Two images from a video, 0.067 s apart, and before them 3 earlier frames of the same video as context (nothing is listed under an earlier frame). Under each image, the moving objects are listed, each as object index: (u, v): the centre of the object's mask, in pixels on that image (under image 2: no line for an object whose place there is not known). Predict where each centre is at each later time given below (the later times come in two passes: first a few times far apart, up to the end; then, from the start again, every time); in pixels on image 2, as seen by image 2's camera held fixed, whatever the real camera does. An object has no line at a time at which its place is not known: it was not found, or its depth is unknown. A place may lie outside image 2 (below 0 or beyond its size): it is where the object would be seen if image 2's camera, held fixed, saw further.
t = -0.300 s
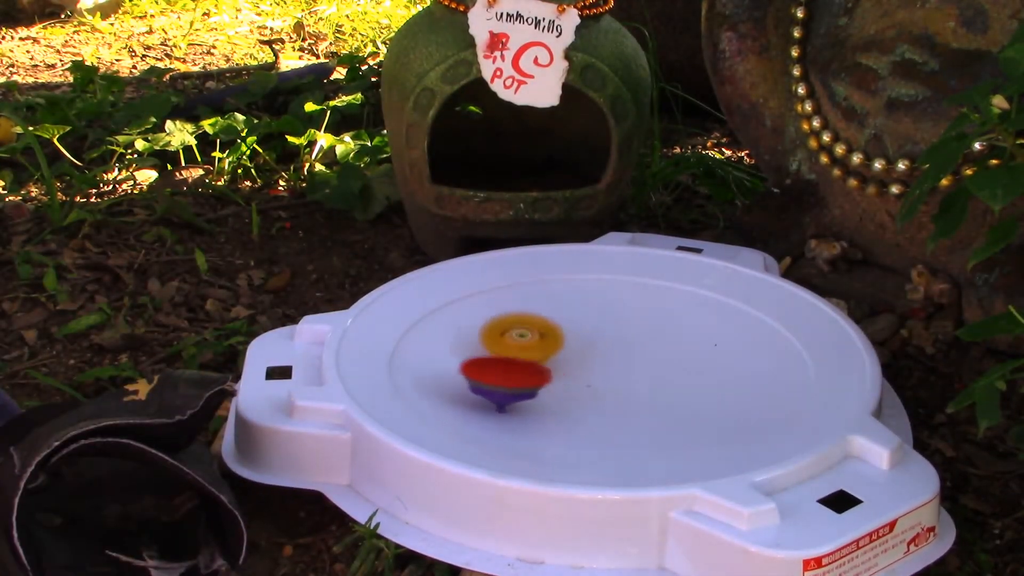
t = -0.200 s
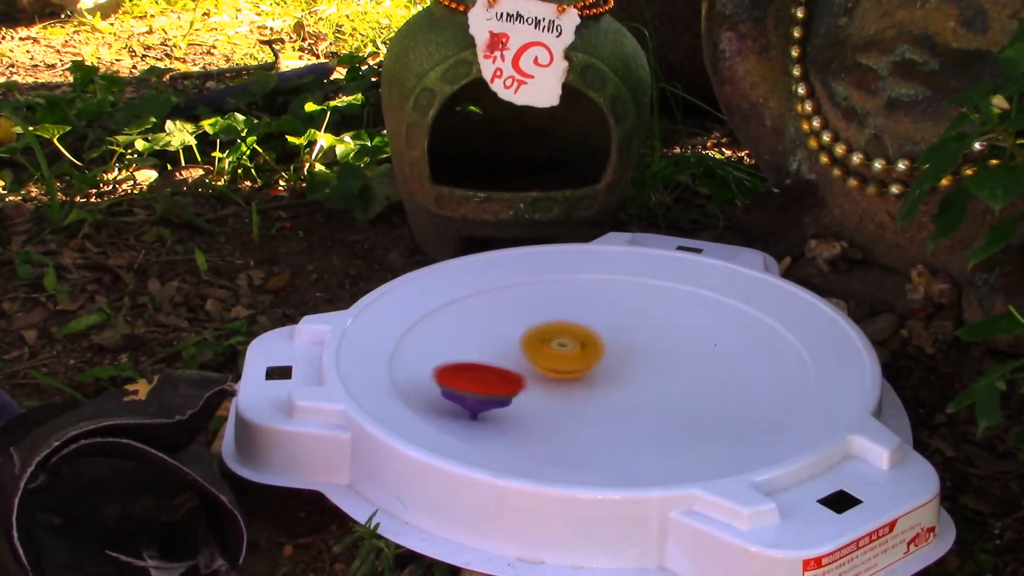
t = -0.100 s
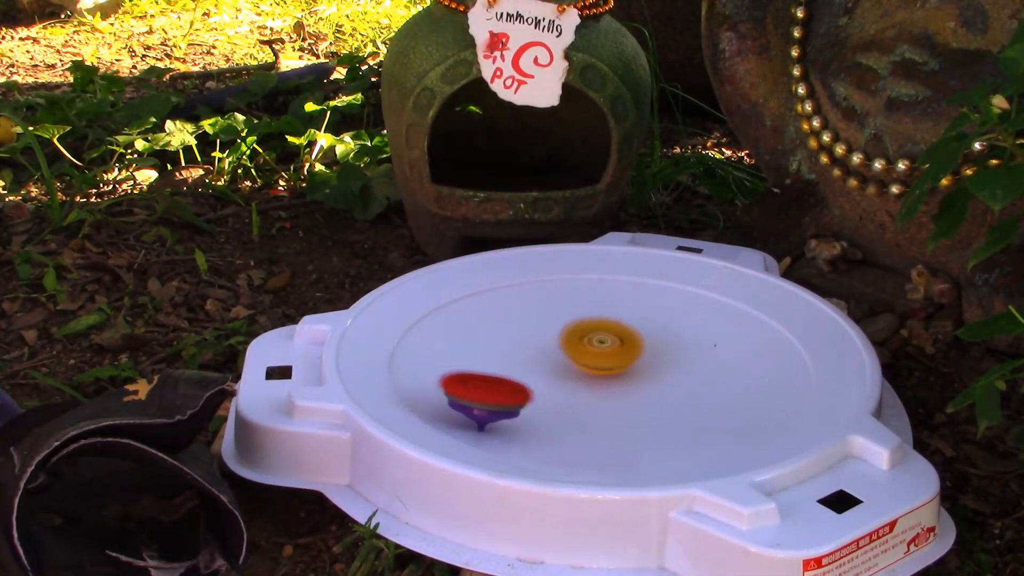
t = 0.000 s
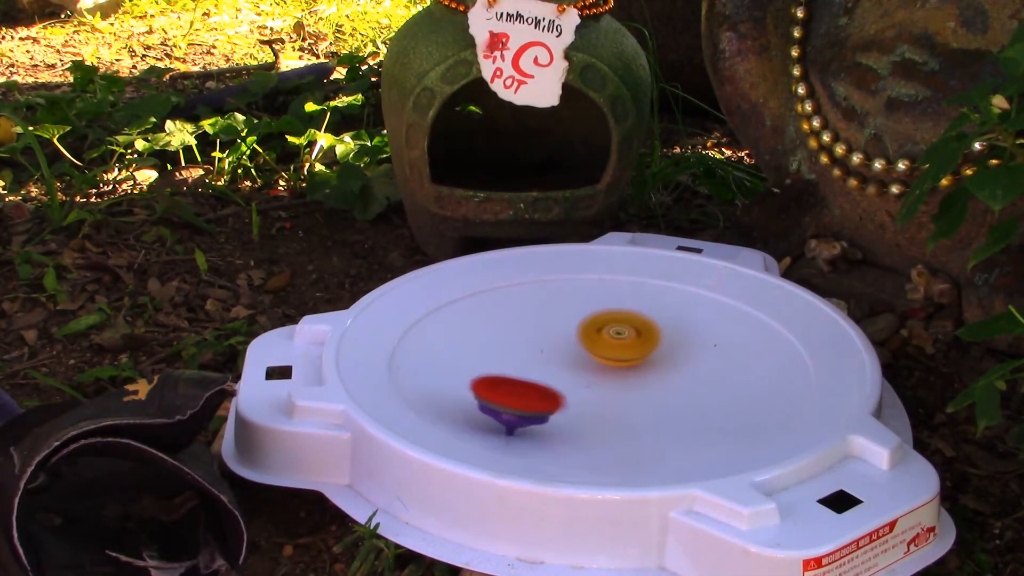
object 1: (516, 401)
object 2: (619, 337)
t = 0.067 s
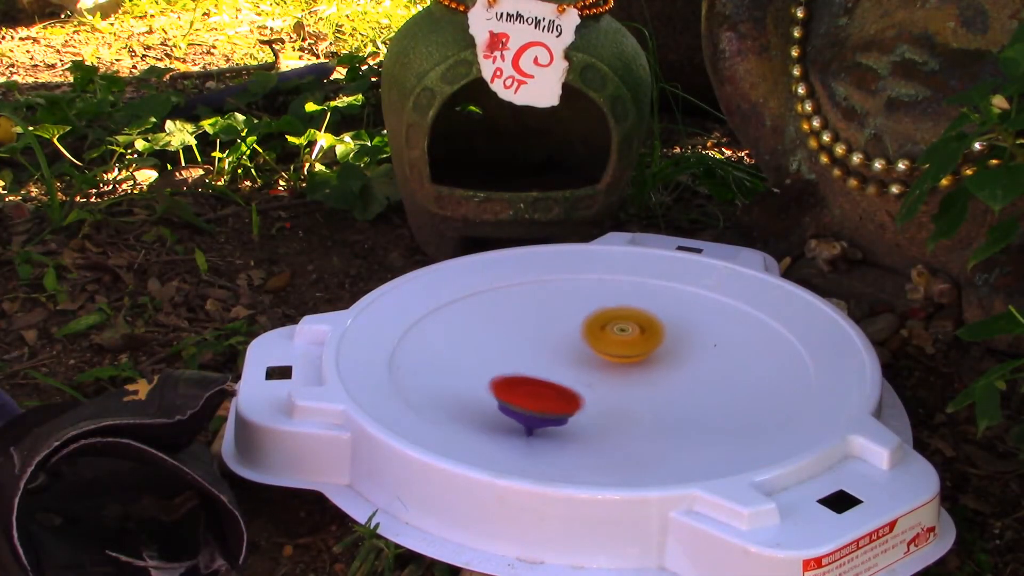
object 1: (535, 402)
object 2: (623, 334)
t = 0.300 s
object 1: (554, 392)
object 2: (623, 327)
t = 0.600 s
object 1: (504, 343)
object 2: (604, 350)
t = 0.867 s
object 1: (499, 347)
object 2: (657, 365)
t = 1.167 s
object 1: (526, 353)
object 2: (672, 355)
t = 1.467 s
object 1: (495, 320)
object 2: (762, 337)
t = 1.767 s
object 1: (542, 343)
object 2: (622, 343)
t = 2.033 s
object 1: (533, 354)
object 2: (662, 407)
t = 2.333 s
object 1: (563, 365)
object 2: (697, 398)
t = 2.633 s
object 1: (452, 262)
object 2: (725, 423)
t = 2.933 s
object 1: (473, 295)
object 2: (671, 409)
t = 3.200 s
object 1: (528, 352)
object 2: (572, 414)
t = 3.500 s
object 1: (582, 355)
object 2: (525, 418)
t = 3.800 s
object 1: (636, 355)
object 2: (499, 406)
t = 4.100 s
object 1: (668, 360)
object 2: (484, 380)
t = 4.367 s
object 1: (660, 360)
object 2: (473, 353)
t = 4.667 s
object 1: (625, 365)
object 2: (470, 333)
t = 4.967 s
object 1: (575, 374)
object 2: (500, 325)
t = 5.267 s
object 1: (553, 373)
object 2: (541, 318)
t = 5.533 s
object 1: (551, 372)
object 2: (582, 321)
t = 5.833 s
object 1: (548, 363)
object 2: (631, 329)
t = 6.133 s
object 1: (555, 354)
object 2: (666, 339)
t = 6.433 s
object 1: (575, 353)
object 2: (671, 358)
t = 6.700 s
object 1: (593, 352)
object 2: (665, 384)
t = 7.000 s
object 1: (607, 359)
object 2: (670, 398)
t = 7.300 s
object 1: (569, 331)
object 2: (661, 421)
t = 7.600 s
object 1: (522, 336)
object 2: (629, 406)
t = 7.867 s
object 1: (539, 346)
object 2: (530, 395)
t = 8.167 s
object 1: (554, 335)
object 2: (469, 381)
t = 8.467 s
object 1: (574, 340)
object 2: (476, 367)
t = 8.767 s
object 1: (606, 353)
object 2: (502, 337)
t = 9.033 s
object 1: (623, 369)
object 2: (519, 326)
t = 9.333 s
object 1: (613, 383)
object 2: (557, 328)
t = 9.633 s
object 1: (560, 385)
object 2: (616, 337)
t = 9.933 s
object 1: (530, 372)
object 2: (657, 347)
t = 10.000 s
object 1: (528, 368)
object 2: (663, 350)
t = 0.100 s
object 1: (542, 401)
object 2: (624, 332)
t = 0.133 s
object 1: (549, 400)
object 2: (625, 331)
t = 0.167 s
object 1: (554, 399)
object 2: (625, 331)
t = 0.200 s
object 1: (557, 397)
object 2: (626, 330)
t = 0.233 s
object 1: (559, 396)
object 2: (626, 329)
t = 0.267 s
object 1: (558, 395)
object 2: (625, 328)
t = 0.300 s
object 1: (554, 392)
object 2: (623, 327)
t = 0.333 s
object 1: (549, 388)
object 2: (620, 326)
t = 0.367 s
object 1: (545, 383)
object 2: (616, 327)
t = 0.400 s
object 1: (540, 377)
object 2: (611, 328)
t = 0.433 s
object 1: (534, 371)
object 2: (607, 330)
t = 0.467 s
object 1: (528, 365)
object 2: (603, 333)
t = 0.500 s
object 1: (523, 359)
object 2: (601, 338)
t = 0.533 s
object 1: (517, 353)
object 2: (601, 342)
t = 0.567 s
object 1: (510, 347)
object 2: (602, 346)
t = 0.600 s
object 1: (504, 343)
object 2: (604, 350)
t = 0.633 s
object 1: (497, 339)
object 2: (610, 354)
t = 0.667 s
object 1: (491, 336)
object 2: (616, 357)
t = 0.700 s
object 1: (487, 336)
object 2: (624, 360)
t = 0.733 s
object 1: (487, 337)
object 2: (633, 362)
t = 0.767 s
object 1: (487, 339)
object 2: (640, 364)
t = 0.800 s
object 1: (490, 341)
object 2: (647, 364)
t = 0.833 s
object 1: (494, 344)
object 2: (652, 365)
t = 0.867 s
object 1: (499, 347)
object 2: (657, 365)
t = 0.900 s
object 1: (502, 349)
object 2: (661, 364)
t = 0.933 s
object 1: (505, 351)
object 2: (665, 364)
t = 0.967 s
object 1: (510, 353)
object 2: (667, 363)
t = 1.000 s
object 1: (513, 354)
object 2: (670, 362)
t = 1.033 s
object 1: (516, 355)
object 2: (672, 361)
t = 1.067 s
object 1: (519, 356)
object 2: (673, 360)
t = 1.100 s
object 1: (522, 356)
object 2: (674, 358)
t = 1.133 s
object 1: (523, 355)
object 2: (674, 357)
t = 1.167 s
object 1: (526, 353)
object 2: (672, 355)
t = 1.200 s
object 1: (535, 351)
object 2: (669, 353)
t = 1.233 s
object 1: (546, 350)
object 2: (664, 353)
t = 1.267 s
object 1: (558, 347)
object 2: (656, 352)
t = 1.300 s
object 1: (545, 340)
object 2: (682, 353)
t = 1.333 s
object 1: (522, 332)
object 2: (717, 352)
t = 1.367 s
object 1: (507, 326)
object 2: (742, 349)
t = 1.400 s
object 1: (498, 322)
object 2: (757, 345)
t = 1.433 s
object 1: (494, 320)
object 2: (763, 341)
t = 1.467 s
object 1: (495, 320)
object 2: (762, 337)
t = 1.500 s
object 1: (498, 322)
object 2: (755, 332)
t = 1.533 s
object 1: (503, 324)
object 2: (744, 327)
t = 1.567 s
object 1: (509, 328)
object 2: (728, 323)
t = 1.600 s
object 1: (515, 332)
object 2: (708, 321)
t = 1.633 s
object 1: (523, 335)
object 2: (687, 322)
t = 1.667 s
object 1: (529, 339)
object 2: (666, 325)
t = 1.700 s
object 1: (536, 342)
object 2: (647, 329)
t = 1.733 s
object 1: (541, 344)
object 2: (630, 336)
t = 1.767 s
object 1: (542, 343)
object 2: (622, 343)
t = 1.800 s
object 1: (536, 345)
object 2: (621, 351)
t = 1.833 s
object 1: (524, 346)
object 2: (627, 359)
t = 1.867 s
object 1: (520, 346)
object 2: (631, 372)
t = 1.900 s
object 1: (518, 348)
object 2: (631, 381)
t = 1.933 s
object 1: (520, 348)
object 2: (635, 389)
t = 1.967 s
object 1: (523, 350)
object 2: (642, 397)
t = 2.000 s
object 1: (529, 351)
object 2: (651, 403)
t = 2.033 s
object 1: (533, 354)
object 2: (662, 407)
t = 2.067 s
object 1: (539, 354)
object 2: (674, 409)
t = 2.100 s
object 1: (544, 356)
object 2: (685, 409)
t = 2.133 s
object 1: (550, 358)
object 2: (694, 409)
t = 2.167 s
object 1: (553, 359)
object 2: (700, 407)
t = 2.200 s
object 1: (557, 361)
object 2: (703, 406)
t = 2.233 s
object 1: (559, 362)
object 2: (705, 404)
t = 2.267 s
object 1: (562, 363)
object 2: (705, 402)
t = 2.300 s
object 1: (562, 364)
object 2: (702, 400)
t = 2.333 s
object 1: (563, 365)
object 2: (697, 398)
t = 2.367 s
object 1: (563, 365)
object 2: (690, 396)
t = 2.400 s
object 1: (564, 365)
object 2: (679, 394)
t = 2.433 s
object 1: (563, 365)
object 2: (666, 393)
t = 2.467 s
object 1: (563, 365)
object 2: (653, 393)
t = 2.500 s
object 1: (549, 354)
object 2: (659, 400)
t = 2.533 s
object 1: (512, 329)
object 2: (697, 416)
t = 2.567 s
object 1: (485, 303)
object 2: (729, 424)
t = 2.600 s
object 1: (464, 280)
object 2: (730, 416)
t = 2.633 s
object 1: (452, 262)
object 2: (725, 423)
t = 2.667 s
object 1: (443, 255)
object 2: (722, 420)
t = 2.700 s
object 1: (438, 249)
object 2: (718, 419)
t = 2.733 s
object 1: (439, 250)
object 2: (715, 416)
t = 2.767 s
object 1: (446, 254)
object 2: (711, 414)
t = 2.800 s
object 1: (451, 262)
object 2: (705, 412)
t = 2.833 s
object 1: (456, 268)
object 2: (698, 410)
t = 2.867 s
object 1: (462, 276)
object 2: (690, 410)
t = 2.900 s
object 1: (467, 287)
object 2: (681, 409)
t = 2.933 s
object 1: (473, 295)
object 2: (671, 409)
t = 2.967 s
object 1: (479, 305)
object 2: (660, 410)
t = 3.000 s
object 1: (484, 313)
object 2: (648, 410)
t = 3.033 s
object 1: (491, 322)
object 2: (634, 410)
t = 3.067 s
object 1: (499, 330)
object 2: (620, 411)
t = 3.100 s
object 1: (506, 336)
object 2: (607, 411)
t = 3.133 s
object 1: (514, 342)
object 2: (595, 412)
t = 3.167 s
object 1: (523, 349)
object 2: (583, 413)
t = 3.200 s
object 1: (528, 352)
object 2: (572, 414)
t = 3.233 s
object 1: (534, 355)
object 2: (562, 415)
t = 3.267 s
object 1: (542, 357)
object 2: (554, 416)
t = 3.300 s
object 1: (548, 358)
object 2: (548, 417)
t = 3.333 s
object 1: (553, 358)
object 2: (543, 417)
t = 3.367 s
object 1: (560, 357)
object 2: (539, 418)
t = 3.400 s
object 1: (566, 357)
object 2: (535, 418)
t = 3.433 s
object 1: (570, 356)
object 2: (532, 418)
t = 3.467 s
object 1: (577, 354)
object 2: (528, 418)
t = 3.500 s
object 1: (582, 355)
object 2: (525, 418)
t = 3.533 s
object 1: (586, 354)
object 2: (522, 418)
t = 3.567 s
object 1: (589, 352)
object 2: (519, 417)
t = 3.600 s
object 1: (595, 350)
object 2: (516, 417)
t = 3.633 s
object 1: (600, 351)
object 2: (513, 416)
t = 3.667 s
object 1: (608, 352)
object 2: (510, 414)
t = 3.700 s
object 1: (618, 352)
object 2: (507, 413)
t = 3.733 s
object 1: (626, 354)
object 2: (504, 411)
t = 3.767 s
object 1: (631, 354)
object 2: (502, 409)
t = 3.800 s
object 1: (636, 355)
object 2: (499, 406)
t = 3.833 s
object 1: (641, 355)
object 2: (497, 404)
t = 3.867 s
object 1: (644, 355)
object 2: (495, 402)
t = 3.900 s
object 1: (648, 357)
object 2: (493, 399)
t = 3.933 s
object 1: (652, 357)
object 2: (492, 396)
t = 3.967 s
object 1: (657, 357)
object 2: (490, 393)
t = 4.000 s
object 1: (658, 359)
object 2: (488, 390)
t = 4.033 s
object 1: (661, 359)
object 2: (487, 387)
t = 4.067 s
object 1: (664, 359)
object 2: (485, 384)
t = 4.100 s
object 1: (668, 360)
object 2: (484, 380)
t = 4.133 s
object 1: (670, 361)
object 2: (482, 376)
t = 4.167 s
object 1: (672, 362)
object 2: (480, 374)
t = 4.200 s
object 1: (674, 362)
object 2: (479, 369)
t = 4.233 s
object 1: (674, 361)
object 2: (477, 366)
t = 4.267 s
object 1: (671, 361)
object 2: (476, 363)
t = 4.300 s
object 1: (667, 361)
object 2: (475, 359)
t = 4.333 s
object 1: (663, 361)
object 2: (474, 356)
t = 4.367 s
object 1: (660, 360)
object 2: (473, 353)
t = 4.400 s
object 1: (656, 360)
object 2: (472, 350)
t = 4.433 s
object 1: (654, 360)
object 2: (472, 347)
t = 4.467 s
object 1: (651, 359)
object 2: (471, 345)
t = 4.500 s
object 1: (649, 359)
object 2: (470, 342)
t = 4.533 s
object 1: (646, 360)
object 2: (470, 340)
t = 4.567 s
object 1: (642, 362)
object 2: (470, 338)
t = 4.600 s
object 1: (637, 363)
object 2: (469, 336)
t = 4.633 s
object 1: (632, 364)
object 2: (470, 335)
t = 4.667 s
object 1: (625, 365)
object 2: (470, 333)
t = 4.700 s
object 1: (618, 367)
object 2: (471, 332)
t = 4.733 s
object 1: (611, 369)
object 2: (472, 331)
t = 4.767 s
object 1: (605, 370)
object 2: (475, 330)
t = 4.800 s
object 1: (599, 371)
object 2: (478, 329)
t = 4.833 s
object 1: (593, 371)
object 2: (481, 328)
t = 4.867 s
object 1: (587, 373)
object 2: (486, 328)
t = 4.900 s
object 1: (582, 373)
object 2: (490, 327)
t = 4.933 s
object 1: (578, 373)
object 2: (495, 326)
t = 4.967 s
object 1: (575, 374)
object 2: (500, 325)
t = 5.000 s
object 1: (572, 375)
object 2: (505, 325)
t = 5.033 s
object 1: (568, 375)
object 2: (510, 324)
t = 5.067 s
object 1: (564, 375)
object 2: (515, 323)
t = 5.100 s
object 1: (562, 375)
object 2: (520, 322)
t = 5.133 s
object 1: (559, 374)
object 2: (525, 321)
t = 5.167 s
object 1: (557, 374)
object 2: (528, 320)
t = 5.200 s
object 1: (556, 374)
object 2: (533, 319)
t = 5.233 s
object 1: (555, 373)
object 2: (537, 318)
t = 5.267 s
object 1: (553, 373)
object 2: (541, 318)
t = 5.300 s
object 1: (552, 374)
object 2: (545, 318)
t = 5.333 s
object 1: (552, 374)
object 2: (550, 318)
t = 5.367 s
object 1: (552, 373)
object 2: (555, 318)
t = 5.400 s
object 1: (553, 374)
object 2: (560, 318)
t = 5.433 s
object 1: (553, 373)
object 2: (565, 318)
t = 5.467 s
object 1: (551, 373)
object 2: (570, 319)
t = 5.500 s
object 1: (551, 372)
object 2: (576, 321)
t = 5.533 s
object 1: (551, 372)
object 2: (582, 321)
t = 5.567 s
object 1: (551, 372)
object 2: (588, 322)
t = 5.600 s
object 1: (552, 371)
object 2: (594, 323)
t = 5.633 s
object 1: (551, 370)
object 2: (600, 324)
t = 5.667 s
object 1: (550, 369)
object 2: (606, 324)
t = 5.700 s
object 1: (549, 367)
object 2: (612, 325)
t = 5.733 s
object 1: (548, 366)
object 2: (617, 326)
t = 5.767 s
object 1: (548, 365)
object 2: (622, 327)
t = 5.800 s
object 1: (549, 364)
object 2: (627, 328)
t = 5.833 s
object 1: (548, 363)
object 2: (631, 329)
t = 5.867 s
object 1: (548, 362)
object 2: (635, 330)
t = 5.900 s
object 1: (548, 361)
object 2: (639, 331)
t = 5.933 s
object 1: (548, 359)
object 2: (644, 333)
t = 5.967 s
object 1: (549, 357)
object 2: (649, 335)
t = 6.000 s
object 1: (550, 356)
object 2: (653, 336)
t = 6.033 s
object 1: (551, 356)
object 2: (657, 336)
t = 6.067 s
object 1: (552, 355)
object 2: (661, 337)
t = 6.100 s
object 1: (553, 354)
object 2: (664, 338)
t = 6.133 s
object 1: (555, 354)
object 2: (666, 339)
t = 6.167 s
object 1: (557, 353)
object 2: (668, 340)
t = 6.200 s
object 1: (560, 353)
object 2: (669, 342)
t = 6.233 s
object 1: (562, 353)
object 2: (671, 344)
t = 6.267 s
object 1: (563, 353)
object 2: (672, 345)
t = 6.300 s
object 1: (565, 353)
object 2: (672, 347)
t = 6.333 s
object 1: (567, 354)
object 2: (672, 350)
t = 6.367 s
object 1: (569, 353)
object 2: (672, 353)
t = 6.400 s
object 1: (572, 353)
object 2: (673, 355)
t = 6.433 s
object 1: (575, 353)
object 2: (671, 358)
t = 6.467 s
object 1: (577, 353)
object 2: (670, 361)
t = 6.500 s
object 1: (578, 353)
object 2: (669, 364)
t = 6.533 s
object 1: (579, 353)
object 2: (668, 368)
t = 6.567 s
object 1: (582, 354)
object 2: (666, 372)
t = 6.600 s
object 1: (584, 353)
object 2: (665, 375)
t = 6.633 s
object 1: (587, 353)
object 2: (665, 378)
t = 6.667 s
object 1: (591, 352)
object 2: (665, 381)
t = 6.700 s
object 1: (593, 352)
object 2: (665, 384)
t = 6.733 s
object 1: (595, 352)
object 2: (667, 387)
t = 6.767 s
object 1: (596, 353)
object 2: (667, 389)
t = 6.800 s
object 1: (597, 354)
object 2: (668, 391)
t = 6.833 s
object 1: (600, 355)
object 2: (669, 392)
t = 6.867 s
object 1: (601, 355)
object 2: (670, 394)
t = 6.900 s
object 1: (604, 356)
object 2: (671, 395)
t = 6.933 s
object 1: (605, 357)
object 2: (671, 397)
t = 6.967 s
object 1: (606, 359)
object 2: (671, 397)
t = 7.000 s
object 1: (607, 359)
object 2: (670, 398)
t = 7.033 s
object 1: (608, 360)
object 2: (668, 399)
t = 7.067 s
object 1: (608, 361)
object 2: (665, 399)
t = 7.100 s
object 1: (608, 362)
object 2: (661, 399)
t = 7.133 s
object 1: (609, 363)
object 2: (656, 399)
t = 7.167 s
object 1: (606, 360)
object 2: (652, 401)
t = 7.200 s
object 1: (596, 351)
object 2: (656, 411)
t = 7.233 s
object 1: (586, 342)
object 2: (657, 416)
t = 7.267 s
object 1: (577, 335)
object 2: (659, 419)
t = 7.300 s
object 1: (569, 331)
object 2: (661, 421)
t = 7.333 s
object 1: (561, 329)
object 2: (664, 421)
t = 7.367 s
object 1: (554, 328)
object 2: (666, 420)
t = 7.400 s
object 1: (548, 329)
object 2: (667, 420)
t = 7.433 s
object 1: (542, 329)
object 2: (666, 418)
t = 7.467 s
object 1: (536, 330)
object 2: (663, 416)
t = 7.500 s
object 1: (532, 331)
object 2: (658, 414)
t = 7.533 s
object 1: (528, 333)
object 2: (651, 411)
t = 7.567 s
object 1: (524, 334)
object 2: (641, 409)
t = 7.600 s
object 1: (522, 336)
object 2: (629, 406)
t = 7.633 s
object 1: (521, 338)
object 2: (616, 404)
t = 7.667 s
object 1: (522, 340)
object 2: (601, 401)
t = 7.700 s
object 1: (523, 343)
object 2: (587, 399)
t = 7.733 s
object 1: (525, 346)
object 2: (575, 397)
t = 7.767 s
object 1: (527, 347)
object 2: (563, 396)
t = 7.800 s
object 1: (529, 347)
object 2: (551, 395)
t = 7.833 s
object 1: (533, 345)
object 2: (540, 395)
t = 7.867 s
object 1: (539, 346)
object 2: (530, 395)
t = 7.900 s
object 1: (542, 344)
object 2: (519, 394)
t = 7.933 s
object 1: (544, 342)
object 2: (509, 392)
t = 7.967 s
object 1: (545, 341)
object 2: (499, 390)
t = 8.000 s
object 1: (546, 339)
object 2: (491, 387)
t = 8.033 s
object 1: (547, 338)
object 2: (484, 385)
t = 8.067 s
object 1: (549, 337)
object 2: (479, 384)
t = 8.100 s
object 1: (550, 336)
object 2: (475, 383)
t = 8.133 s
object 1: (552, 336)
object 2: (472, 382)
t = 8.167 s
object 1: (554, 335)
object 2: (469, 381)
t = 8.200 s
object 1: (555, 335)
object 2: (466, 380)
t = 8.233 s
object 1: (557, 335)
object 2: (465, 379)
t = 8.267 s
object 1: (559, 335)
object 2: (464, 378)
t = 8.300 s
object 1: (562, 336)
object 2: (464, 377)
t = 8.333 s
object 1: (564, 337)
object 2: (465, 375)
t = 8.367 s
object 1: (566, 337)
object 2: (467, 373)
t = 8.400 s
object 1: (569, 338)
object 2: (470, 371)
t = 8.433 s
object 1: (571, 339)
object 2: (473, 369)
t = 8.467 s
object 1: (574, 340)
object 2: (476, 367)
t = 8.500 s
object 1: (578, 342)
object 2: (479, 364)
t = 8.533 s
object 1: (581, 343)
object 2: (482, 360)
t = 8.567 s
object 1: (585, 344)
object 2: (485, 357)
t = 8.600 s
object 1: (588, 345)
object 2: (488, 353)
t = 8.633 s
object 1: (591, 347)
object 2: (491, 350)
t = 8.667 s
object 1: (595, 348)
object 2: (494, 347)
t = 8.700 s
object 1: (599, 350)
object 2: (497, 343)
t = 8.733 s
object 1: (602, 351)
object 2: (499, 340)
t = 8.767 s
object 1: (606, 353)
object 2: (502, 337)
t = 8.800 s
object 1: (609, 355)
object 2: (504, 335)
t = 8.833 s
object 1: (611, 357)
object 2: (506, 333)
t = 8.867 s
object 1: (615, 359)
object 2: (508, 332)
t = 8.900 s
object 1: (617, 360)
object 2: (510, 330)
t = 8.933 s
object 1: (619, 362)
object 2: (511, 329)
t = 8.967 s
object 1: (621, 364)
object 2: (513, 328)
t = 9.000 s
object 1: (622, 366)
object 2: (516, 327)
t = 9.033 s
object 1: (623, 369)
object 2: (519, 326)
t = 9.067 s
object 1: (623, 371)
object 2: (522, 326)
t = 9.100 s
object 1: (624, 373)
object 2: (525, 325)
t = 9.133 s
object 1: (624, 374)
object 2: (528, 325)
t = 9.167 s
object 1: (623, 376)
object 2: (531, 324)
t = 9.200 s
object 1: (622, 377)
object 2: (535, 324)
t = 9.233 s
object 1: (621, 379)
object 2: (540, 325)
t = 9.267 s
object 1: (619, 380)
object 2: (546, 326)
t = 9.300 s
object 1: (616, 381)
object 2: (551, 327)
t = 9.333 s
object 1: (613, 383)
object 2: (557, 328)
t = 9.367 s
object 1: (608, 384)
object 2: (563, 329)
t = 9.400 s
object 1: (602, 385)
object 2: (571, 330)
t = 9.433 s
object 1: (596, 386)
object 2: (578, 331)
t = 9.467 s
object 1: (590, 386)
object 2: (585, 333)
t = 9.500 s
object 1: (583, 386)
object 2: (592, 334)
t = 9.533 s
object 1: (578, 386)
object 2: (598, 334)
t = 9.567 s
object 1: (572, 386)
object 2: (604, 335)
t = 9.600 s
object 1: (566, 386)
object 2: (610, 337)
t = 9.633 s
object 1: (560, 385)
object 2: (616, 337)
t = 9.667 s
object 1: (555, 384)
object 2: (622, 338)
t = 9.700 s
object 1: (550, 383)
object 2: (628, 339)
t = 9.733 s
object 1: (546, 382)
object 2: (633, 340)
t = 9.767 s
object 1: (542, 380)
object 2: (638, 341)
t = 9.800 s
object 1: (538, 379)
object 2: (642, 342)
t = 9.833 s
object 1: (535, 377)
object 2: (647, 344)
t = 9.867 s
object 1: (533, 375)
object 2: (651, 345)
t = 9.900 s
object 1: (531, 374)
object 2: (655, 346)
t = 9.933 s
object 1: (530, 372)
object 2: (657, 347)
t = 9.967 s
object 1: (529, 370)
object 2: (660, 348)
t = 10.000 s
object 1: (528, 368)
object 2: (663, 350)
